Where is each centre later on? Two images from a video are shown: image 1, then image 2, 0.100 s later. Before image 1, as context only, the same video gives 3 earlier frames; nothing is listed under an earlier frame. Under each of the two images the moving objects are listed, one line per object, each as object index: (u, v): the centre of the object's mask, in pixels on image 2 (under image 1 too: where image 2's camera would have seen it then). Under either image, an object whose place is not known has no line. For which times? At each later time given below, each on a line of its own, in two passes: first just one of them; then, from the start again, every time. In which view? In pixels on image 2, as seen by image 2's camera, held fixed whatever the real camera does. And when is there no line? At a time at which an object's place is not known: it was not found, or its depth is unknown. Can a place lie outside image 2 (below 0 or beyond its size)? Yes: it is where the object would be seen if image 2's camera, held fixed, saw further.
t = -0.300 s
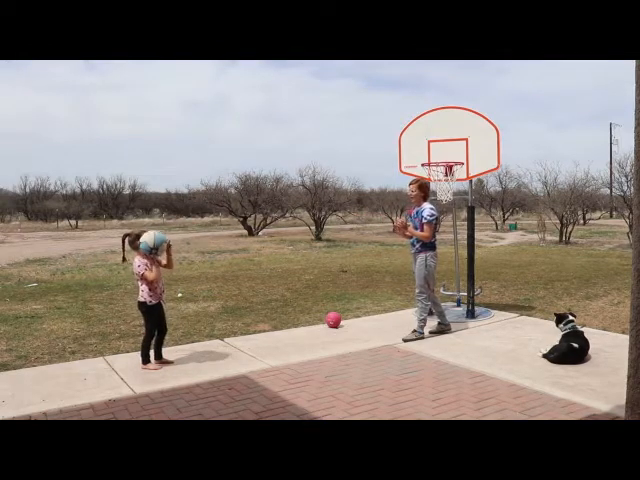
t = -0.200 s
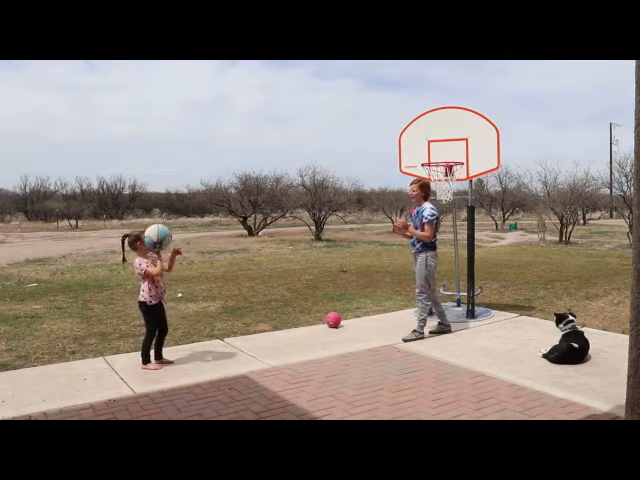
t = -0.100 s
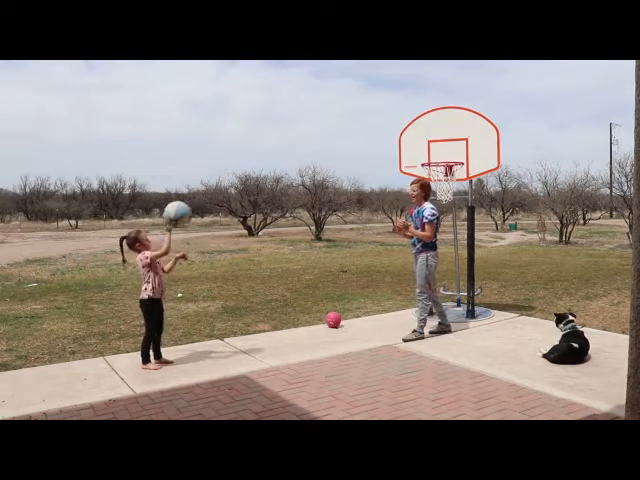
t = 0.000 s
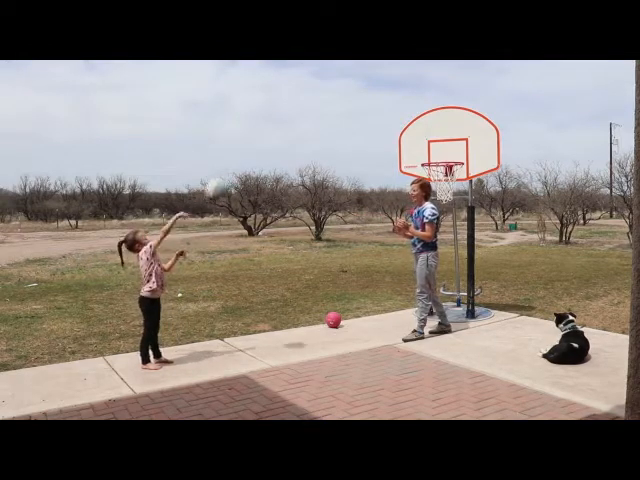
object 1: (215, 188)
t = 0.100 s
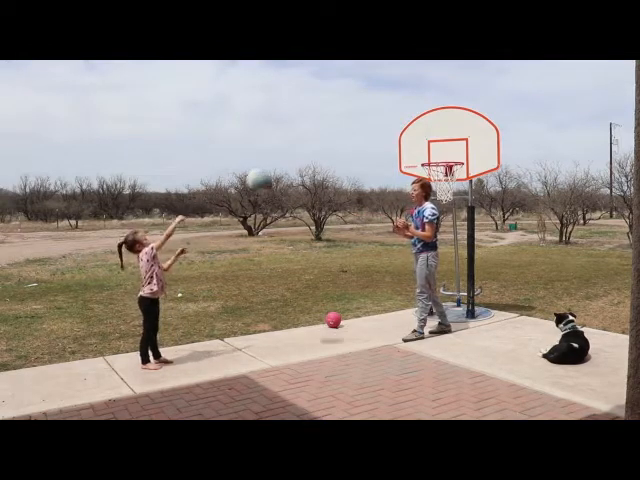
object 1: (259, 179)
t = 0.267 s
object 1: (322, 187)
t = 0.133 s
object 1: (272, 178)
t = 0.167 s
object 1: (285, 179)
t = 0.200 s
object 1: (298, 181)
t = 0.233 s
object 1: (310, 183)
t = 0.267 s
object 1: (322, 187)
